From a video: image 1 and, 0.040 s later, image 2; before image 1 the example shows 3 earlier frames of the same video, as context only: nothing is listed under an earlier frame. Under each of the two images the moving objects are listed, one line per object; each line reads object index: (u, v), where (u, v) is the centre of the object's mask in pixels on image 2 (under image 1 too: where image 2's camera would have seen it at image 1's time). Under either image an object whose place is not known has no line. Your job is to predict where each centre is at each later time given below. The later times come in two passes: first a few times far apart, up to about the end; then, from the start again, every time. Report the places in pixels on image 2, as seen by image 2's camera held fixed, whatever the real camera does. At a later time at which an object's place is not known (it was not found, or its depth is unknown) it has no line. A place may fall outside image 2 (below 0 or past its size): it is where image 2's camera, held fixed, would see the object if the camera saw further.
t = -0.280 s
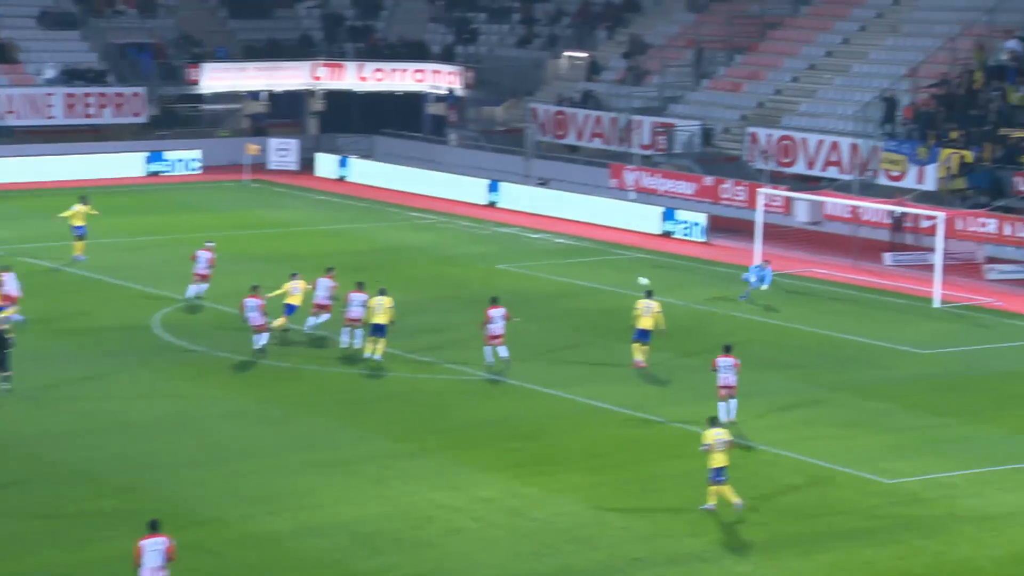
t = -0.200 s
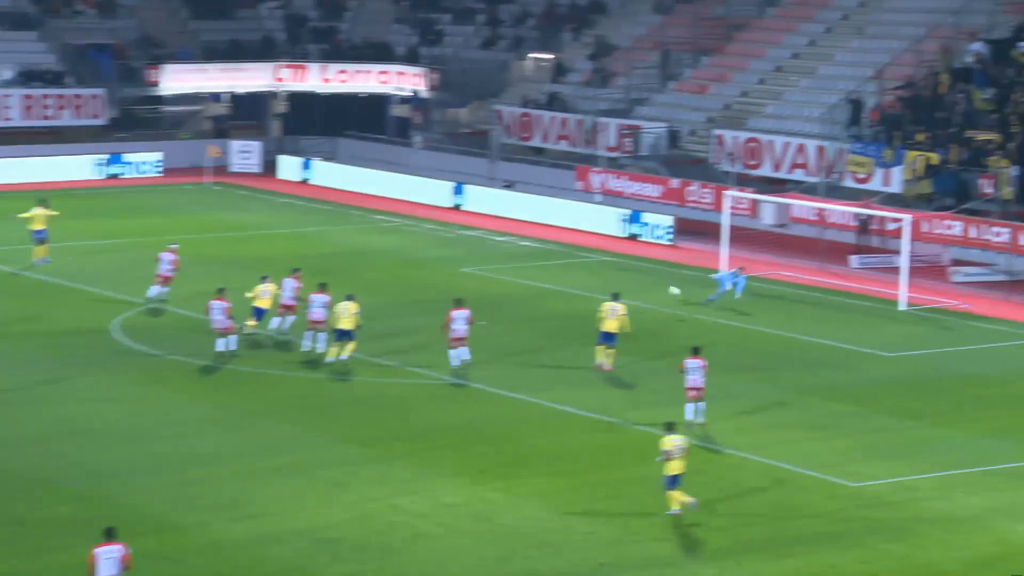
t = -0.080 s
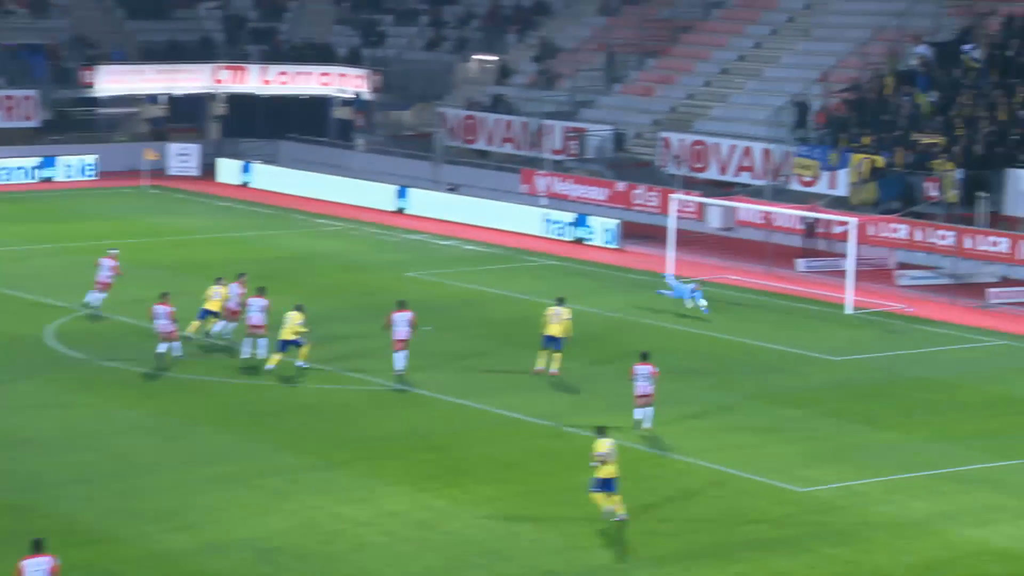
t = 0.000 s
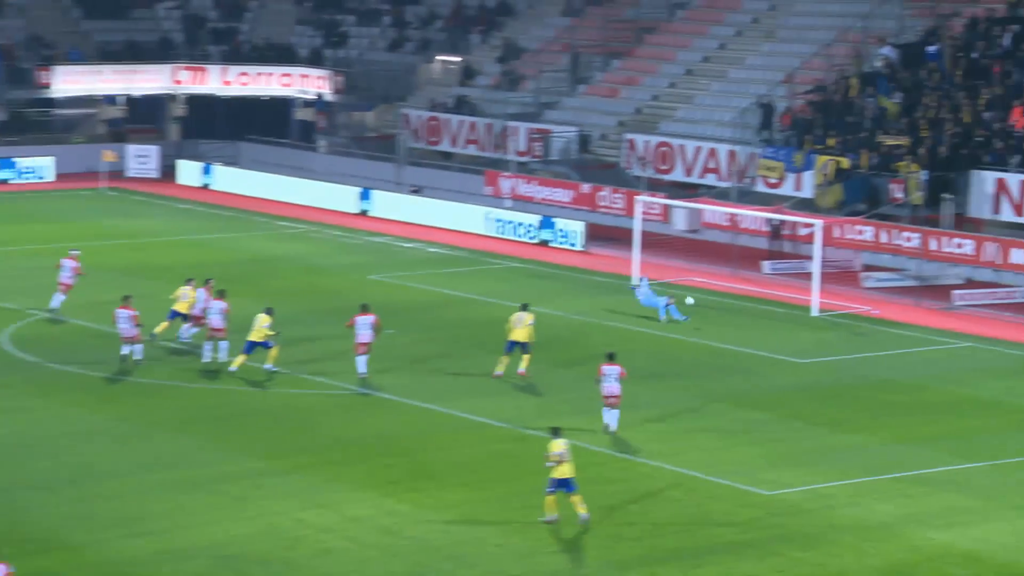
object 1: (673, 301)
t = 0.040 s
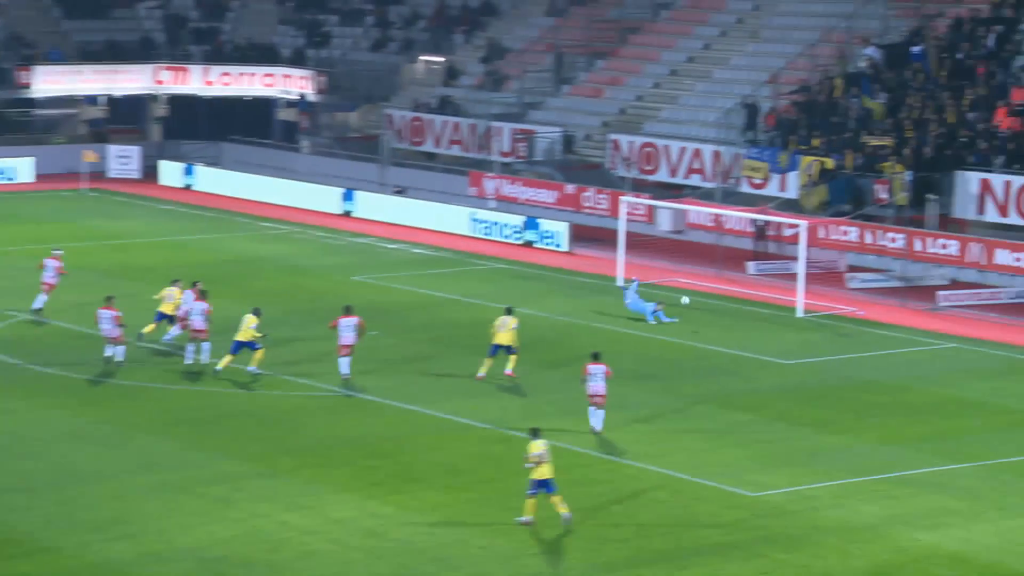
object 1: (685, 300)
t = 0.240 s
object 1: (741, 303)
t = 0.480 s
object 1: (808, 326)
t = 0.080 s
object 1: (696, 299)
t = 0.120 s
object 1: (707, 299)
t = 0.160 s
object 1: (718, 300)
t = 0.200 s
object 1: (729, 301)
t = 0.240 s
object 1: (741, 303)
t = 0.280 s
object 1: (753, 306)
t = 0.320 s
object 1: (764, 308)
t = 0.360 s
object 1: (774, 312)
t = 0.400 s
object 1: (786, 316)
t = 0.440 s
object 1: (797, 322)
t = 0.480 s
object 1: (808, 326)
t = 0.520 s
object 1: (819, 333)
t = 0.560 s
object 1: (831, 340)
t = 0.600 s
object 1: (842, 344)
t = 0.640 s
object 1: (853, 341)
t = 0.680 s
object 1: (864, 339)
